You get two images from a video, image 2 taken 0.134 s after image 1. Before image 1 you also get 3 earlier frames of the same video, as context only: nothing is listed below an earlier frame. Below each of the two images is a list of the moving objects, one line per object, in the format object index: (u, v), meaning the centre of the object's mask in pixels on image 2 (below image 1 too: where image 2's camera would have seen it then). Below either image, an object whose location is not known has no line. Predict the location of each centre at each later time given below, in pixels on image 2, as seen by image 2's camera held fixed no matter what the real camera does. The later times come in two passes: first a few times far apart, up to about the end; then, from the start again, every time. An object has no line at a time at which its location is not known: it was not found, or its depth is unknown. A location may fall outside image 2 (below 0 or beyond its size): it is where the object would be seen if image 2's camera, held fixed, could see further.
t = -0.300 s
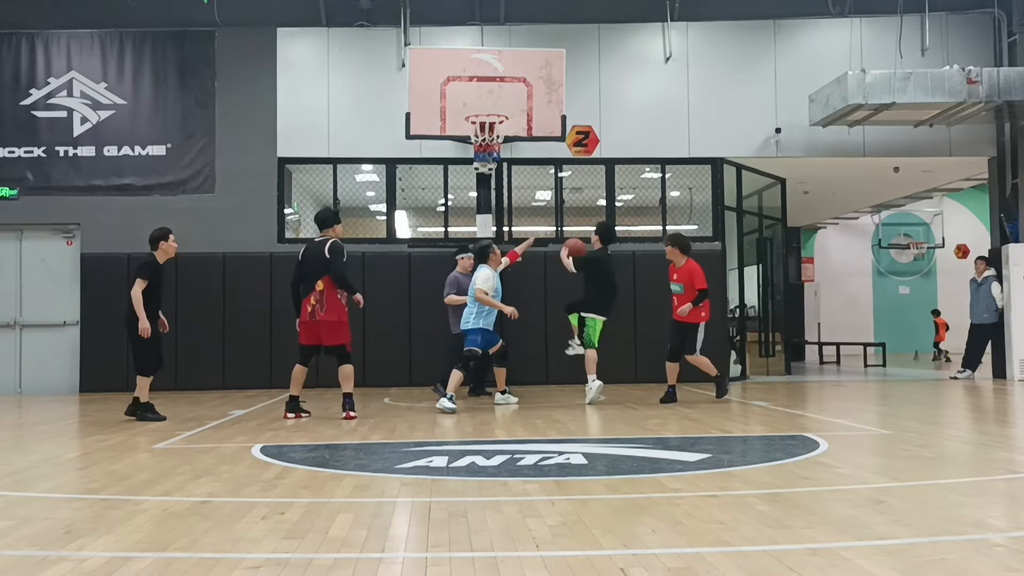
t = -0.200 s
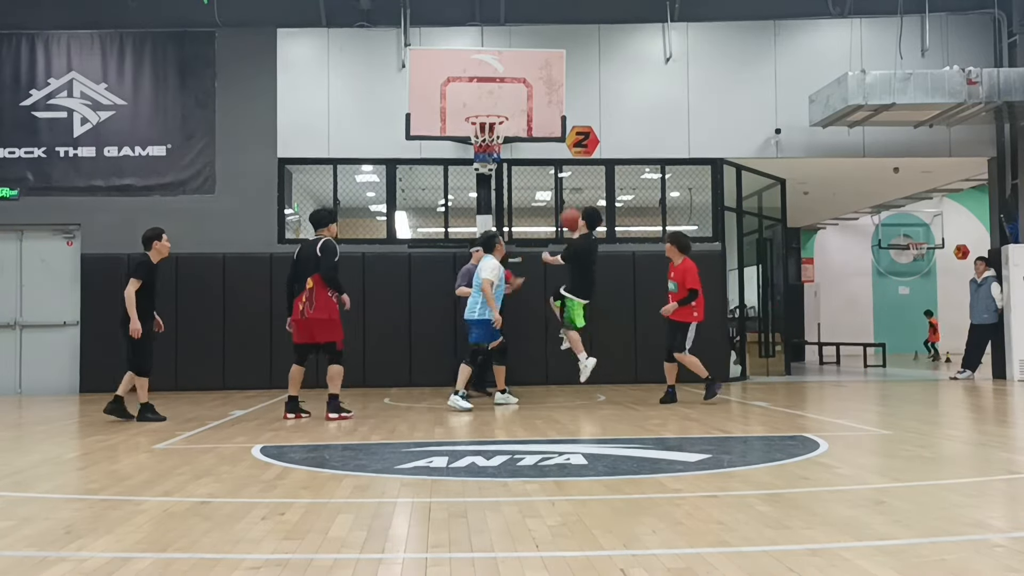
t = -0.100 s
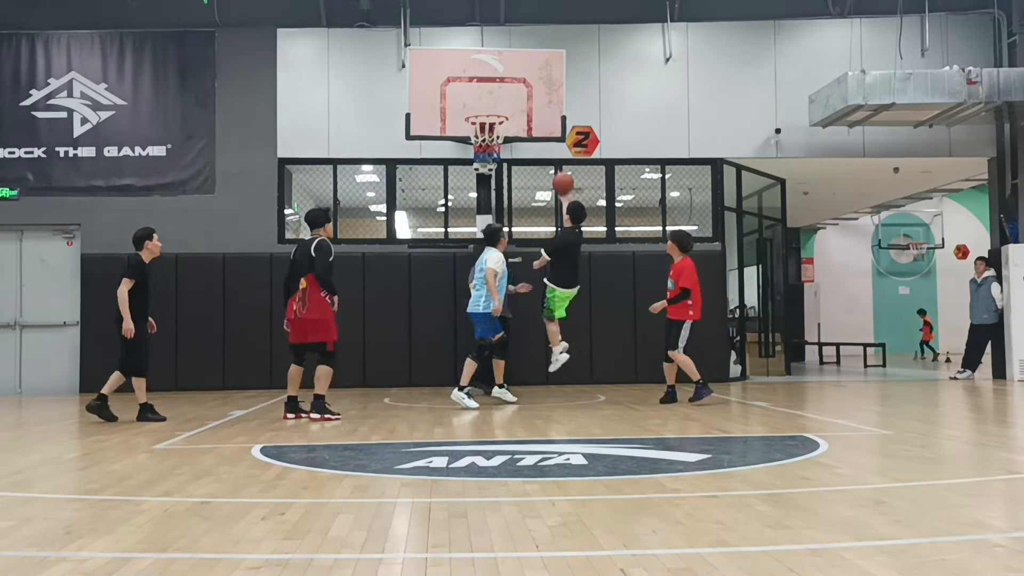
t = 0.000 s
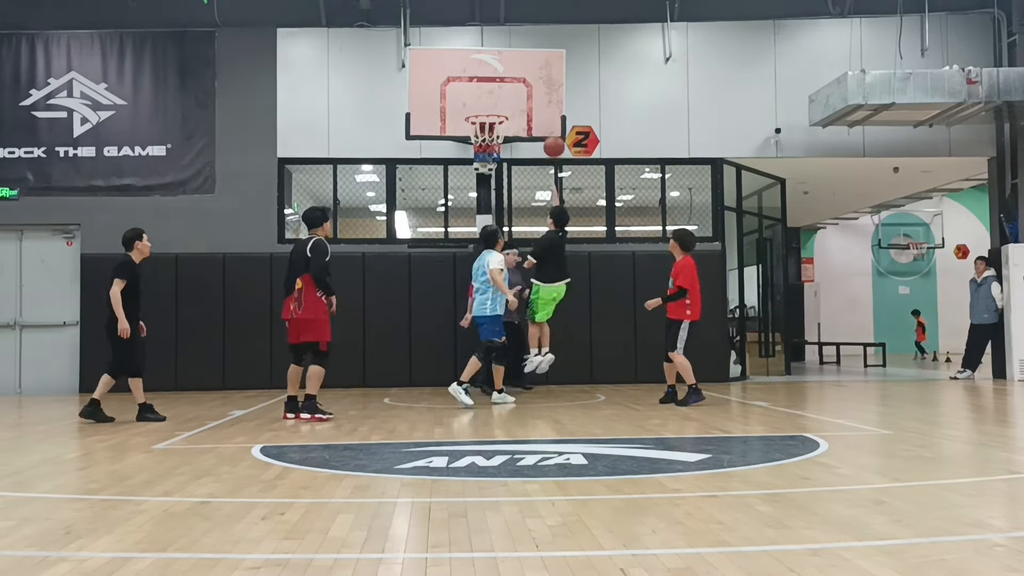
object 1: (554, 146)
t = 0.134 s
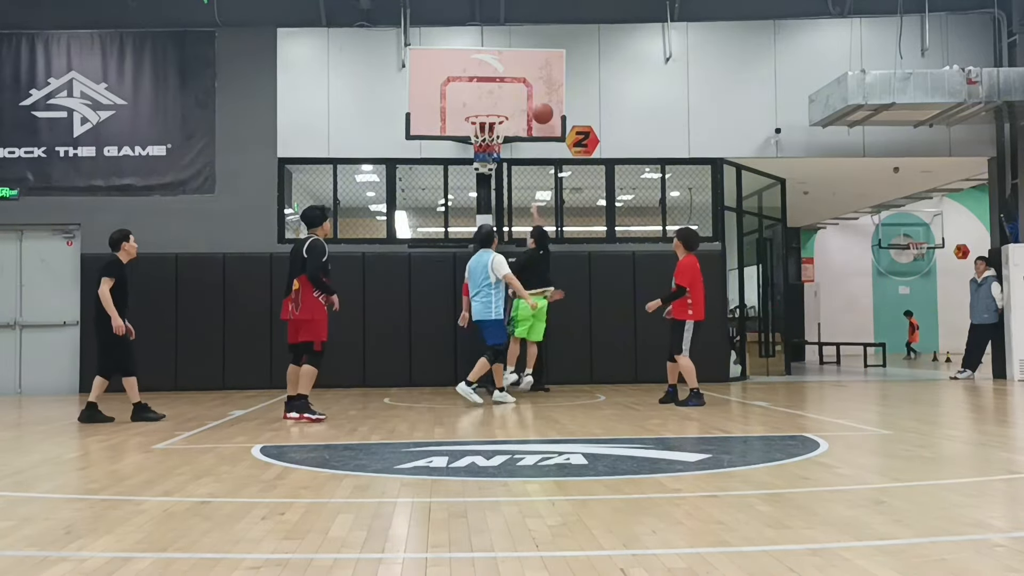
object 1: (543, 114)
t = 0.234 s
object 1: (534, 99)
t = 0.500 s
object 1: (515, 90)
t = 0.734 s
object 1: (503, 103)
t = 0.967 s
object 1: (493, 108)
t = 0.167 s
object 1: (540, 108)
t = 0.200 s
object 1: (537, 103)
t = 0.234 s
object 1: (534, 99)
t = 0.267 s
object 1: (531, 96)
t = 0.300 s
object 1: (529, 94)
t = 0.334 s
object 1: (526, 93)
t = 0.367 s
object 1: (524, 90)
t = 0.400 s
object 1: (522, 88)
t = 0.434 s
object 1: (520, 87)
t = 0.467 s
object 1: (518, 88)
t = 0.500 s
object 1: (515, 90)
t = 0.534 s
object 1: (513, 91)
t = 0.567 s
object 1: (511, 94)
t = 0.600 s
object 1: (509, 98)
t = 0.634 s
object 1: (507, 103)
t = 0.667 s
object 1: (505, 109)
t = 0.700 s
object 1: (504, 106)
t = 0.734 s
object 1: (503, 103)
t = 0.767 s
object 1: (501, 101)
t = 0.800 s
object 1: (500, 100)
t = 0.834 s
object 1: (498, 100)
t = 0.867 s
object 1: (497, 100)
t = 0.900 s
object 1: (495, 102)
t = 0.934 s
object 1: (494, 104)
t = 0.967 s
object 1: (493, 108)
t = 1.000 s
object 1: (491, 109)
